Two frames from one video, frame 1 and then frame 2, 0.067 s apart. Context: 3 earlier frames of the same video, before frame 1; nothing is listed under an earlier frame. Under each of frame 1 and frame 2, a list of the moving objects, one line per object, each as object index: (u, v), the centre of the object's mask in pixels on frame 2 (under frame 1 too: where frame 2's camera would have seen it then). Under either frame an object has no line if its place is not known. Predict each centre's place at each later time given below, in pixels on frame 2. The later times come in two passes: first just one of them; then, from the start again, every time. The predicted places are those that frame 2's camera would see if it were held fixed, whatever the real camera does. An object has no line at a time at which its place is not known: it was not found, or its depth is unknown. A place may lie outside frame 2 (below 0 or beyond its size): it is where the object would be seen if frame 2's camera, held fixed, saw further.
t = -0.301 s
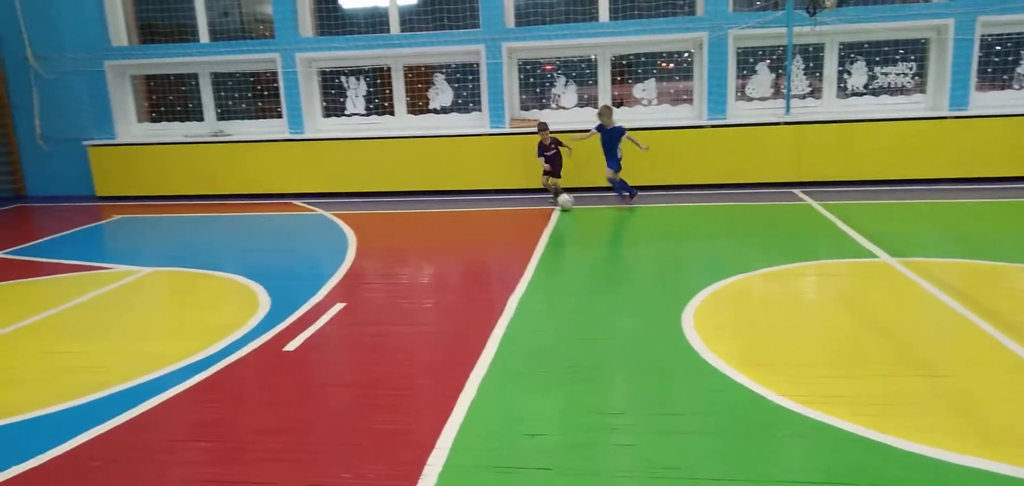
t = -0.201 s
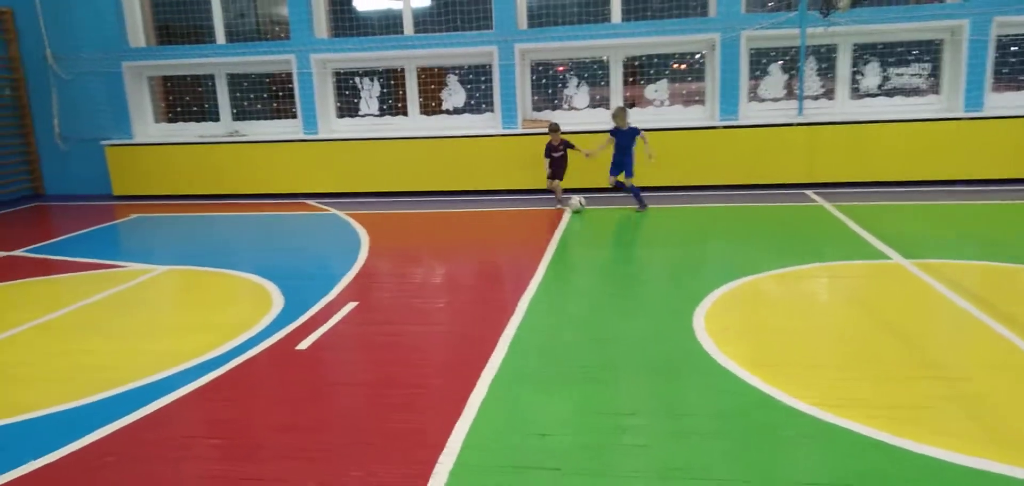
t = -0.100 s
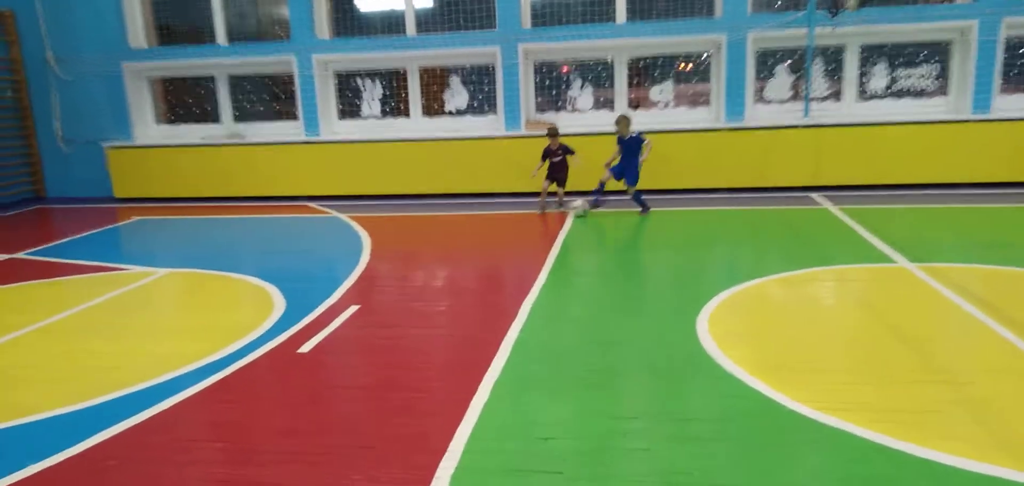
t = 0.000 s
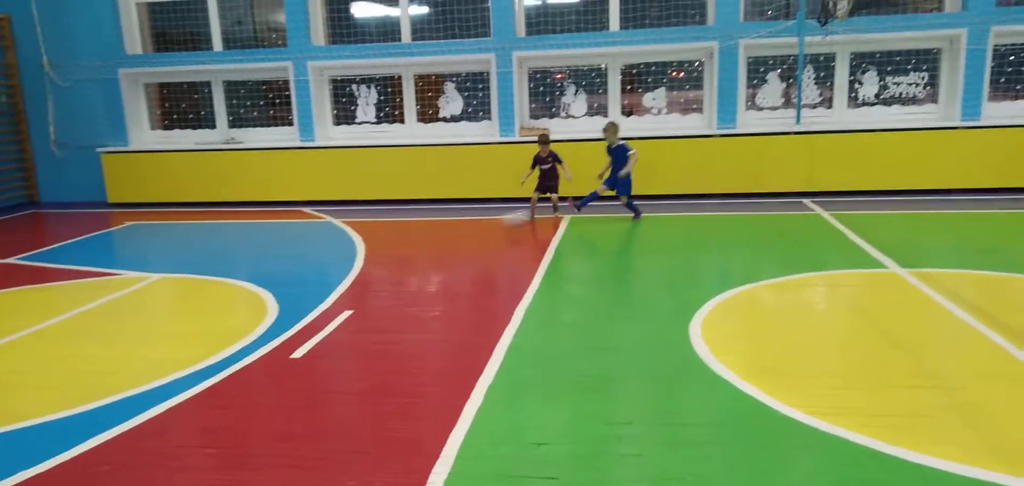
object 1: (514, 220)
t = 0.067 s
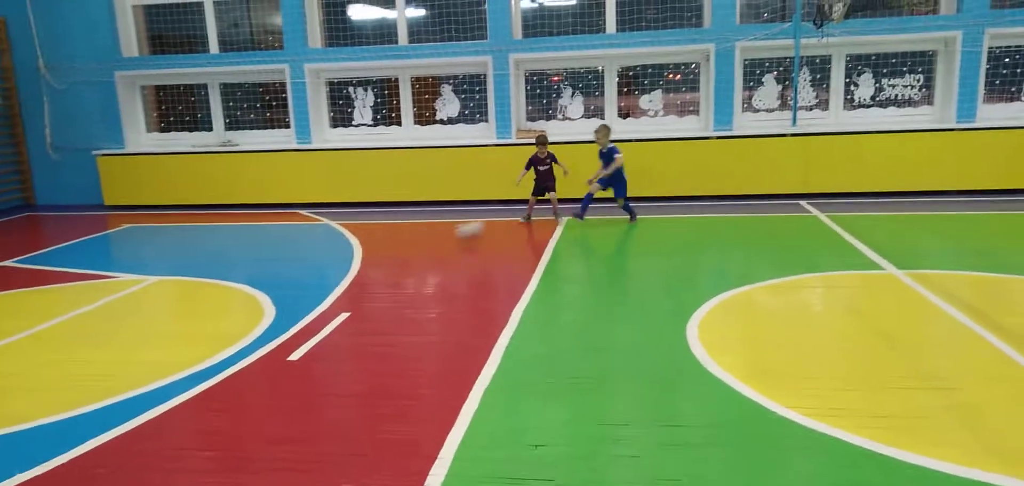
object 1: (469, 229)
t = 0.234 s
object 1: (367, 247)
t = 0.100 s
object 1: (447, 236)
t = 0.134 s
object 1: (427, 238)
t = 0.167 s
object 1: (407, 240)
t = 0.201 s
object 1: (386, 244)
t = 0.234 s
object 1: (367, 247)
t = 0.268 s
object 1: (344, 254)
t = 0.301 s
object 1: (324, 258)
